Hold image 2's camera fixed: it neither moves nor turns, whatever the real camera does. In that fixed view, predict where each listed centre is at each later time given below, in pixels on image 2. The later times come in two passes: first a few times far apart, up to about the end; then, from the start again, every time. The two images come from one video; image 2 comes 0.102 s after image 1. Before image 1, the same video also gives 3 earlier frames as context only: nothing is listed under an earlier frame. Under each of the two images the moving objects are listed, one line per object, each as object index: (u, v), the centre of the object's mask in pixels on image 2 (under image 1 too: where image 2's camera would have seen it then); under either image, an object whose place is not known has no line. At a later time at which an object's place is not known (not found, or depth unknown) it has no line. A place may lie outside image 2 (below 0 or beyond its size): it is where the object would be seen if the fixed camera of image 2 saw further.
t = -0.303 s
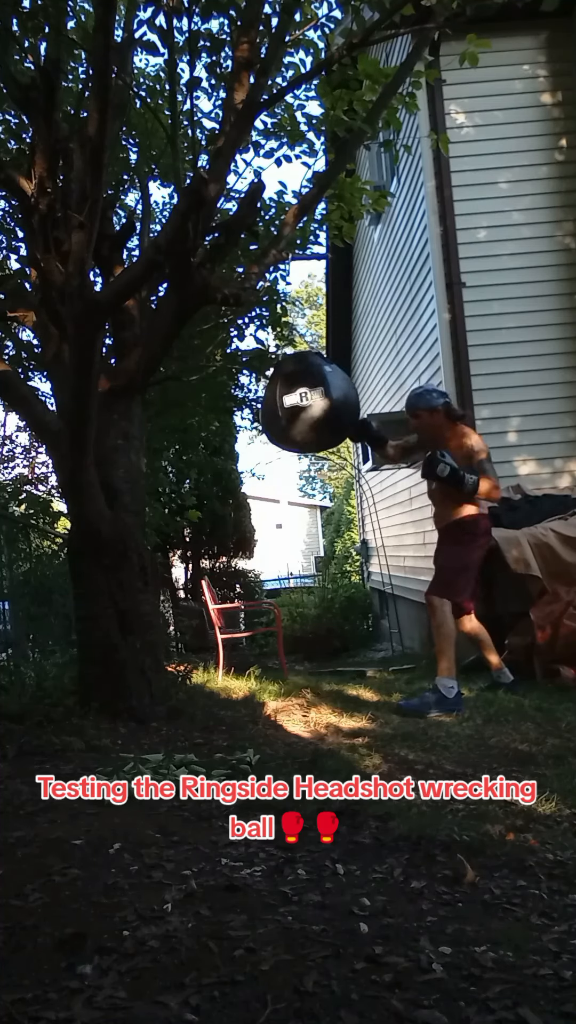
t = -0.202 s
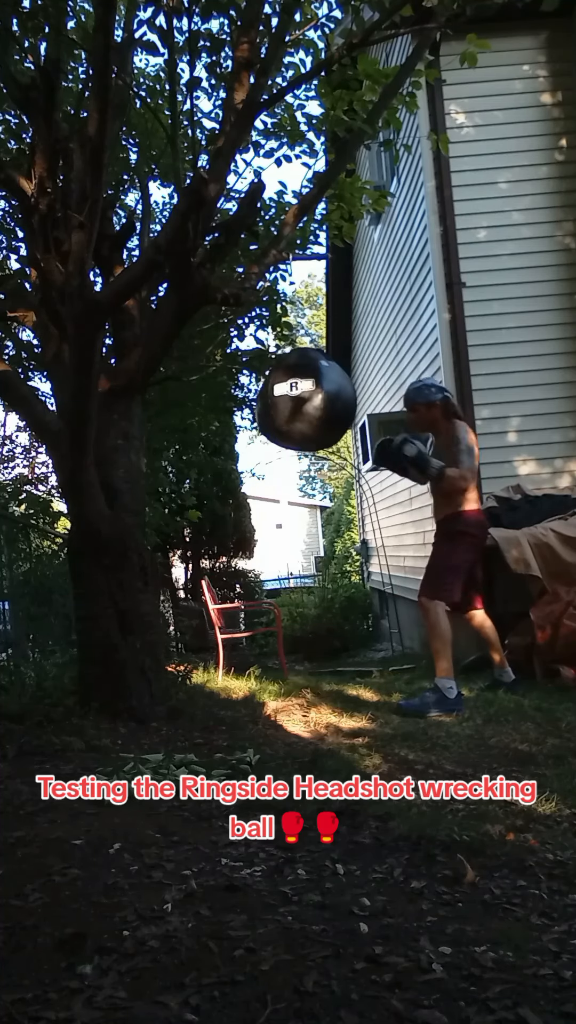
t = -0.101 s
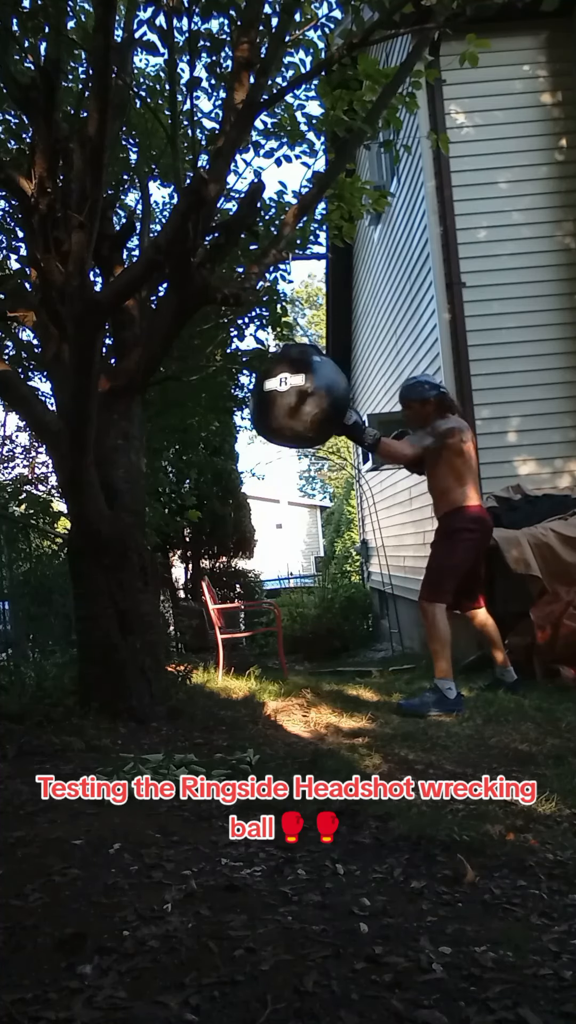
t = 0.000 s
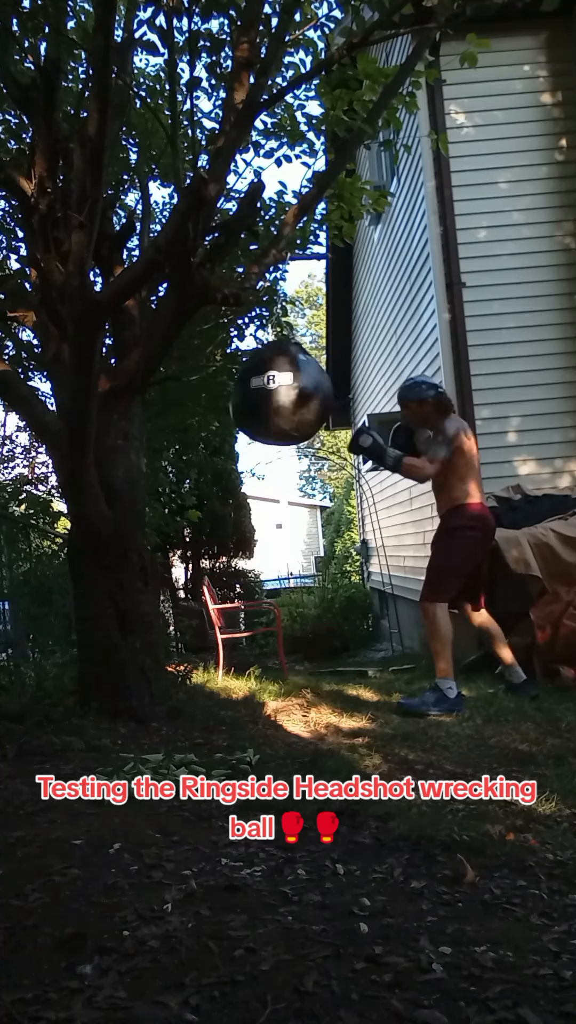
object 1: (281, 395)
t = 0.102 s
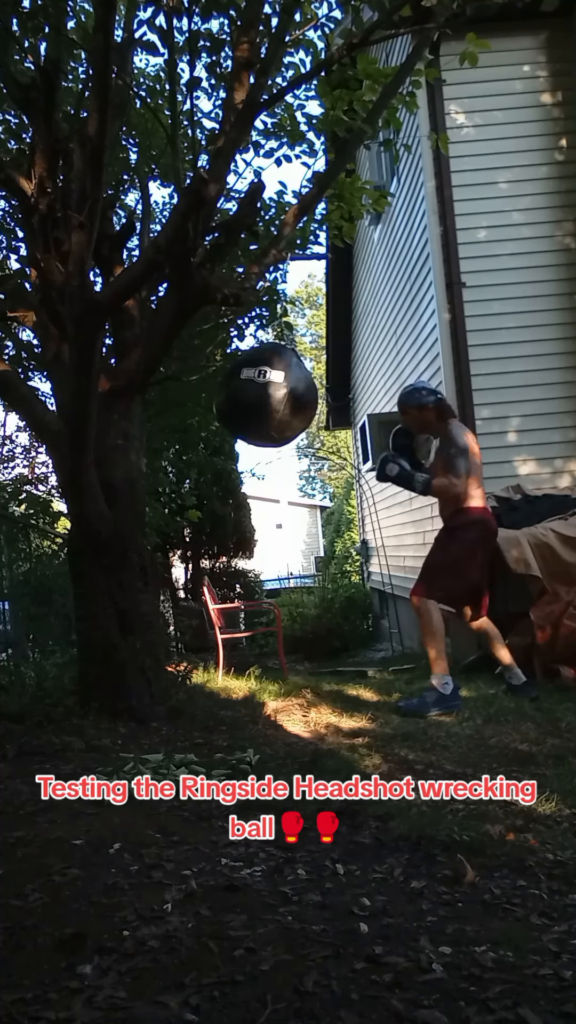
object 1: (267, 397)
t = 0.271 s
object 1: (252, 398)
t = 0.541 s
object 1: (260, 407)
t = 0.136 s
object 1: (264, 396)
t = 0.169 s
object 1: (260, 396)
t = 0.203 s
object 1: (257, 396)
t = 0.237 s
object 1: (254, 397)
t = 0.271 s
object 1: (252, 398)
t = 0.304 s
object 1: (250, 399)
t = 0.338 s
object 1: (249, 399)
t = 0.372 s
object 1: (249, 400)
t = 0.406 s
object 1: (250, 401)
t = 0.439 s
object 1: (251, 403)
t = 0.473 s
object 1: (254, 405)
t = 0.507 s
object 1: (257, 406)
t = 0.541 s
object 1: (260, 407)
